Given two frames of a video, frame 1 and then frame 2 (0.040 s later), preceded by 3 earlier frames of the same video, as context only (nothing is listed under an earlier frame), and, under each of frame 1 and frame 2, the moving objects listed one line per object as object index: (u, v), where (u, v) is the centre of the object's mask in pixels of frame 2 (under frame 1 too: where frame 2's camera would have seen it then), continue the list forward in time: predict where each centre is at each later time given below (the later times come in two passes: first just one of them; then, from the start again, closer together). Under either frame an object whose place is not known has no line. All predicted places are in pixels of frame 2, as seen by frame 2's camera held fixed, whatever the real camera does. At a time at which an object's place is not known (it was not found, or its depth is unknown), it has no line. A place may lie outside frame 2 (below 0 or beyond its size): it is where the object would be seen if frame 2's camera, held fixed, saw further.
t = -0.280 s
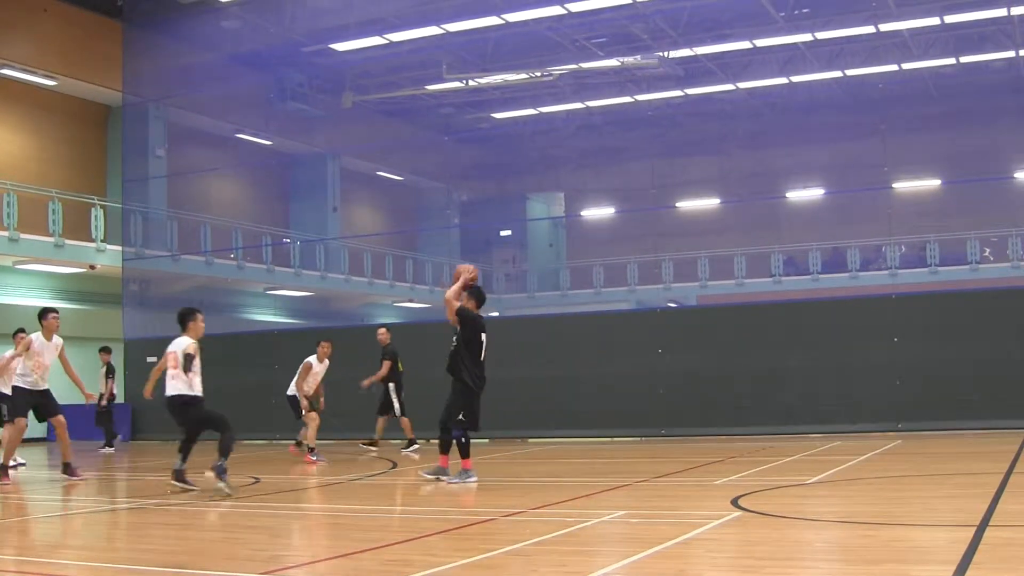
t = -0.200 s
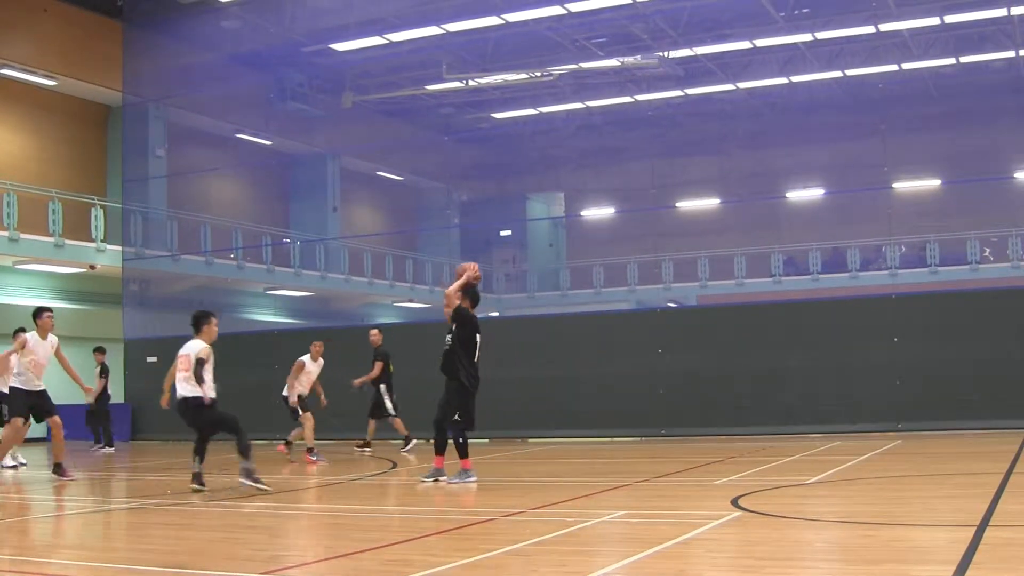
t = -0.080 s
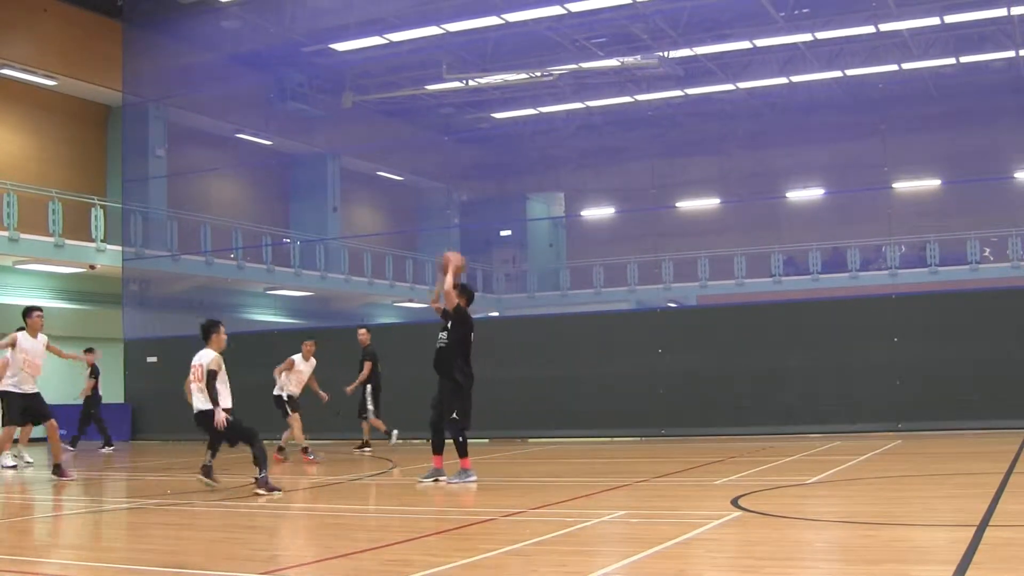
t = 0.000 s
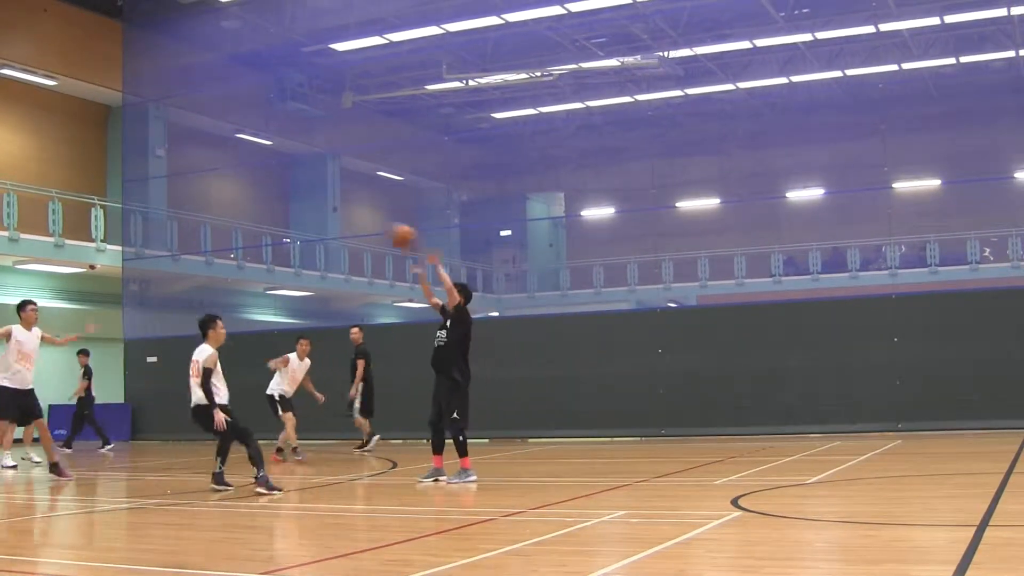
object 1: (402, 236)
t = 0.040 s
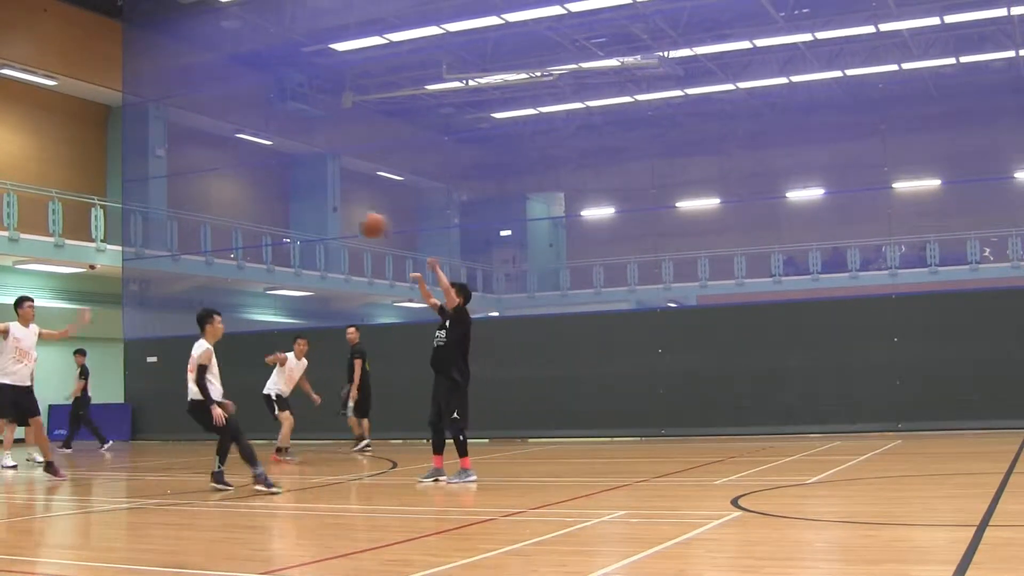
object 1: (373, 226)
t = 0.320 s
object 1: (165, 189)
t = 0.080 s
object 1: (344, 214)
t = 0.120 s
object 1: (315, 205)
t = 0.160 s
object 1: (285, 199)
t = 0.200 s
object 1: (256, 194)
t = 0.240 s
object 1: (226, 191)
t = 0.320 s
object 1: (165, 189)
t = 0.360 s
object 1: (135, 191)
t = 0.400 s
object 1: (104, 194)
